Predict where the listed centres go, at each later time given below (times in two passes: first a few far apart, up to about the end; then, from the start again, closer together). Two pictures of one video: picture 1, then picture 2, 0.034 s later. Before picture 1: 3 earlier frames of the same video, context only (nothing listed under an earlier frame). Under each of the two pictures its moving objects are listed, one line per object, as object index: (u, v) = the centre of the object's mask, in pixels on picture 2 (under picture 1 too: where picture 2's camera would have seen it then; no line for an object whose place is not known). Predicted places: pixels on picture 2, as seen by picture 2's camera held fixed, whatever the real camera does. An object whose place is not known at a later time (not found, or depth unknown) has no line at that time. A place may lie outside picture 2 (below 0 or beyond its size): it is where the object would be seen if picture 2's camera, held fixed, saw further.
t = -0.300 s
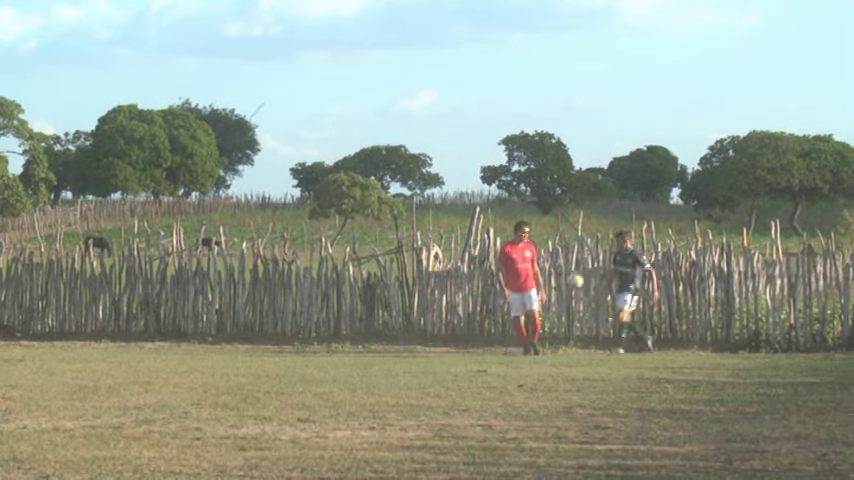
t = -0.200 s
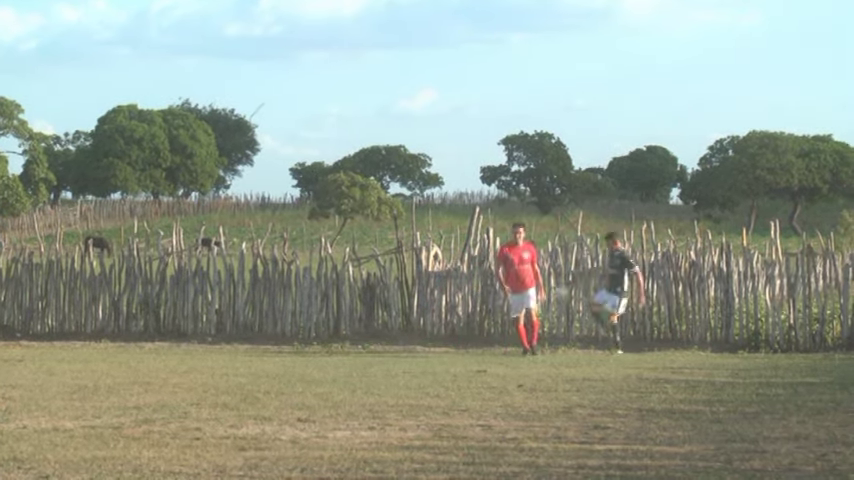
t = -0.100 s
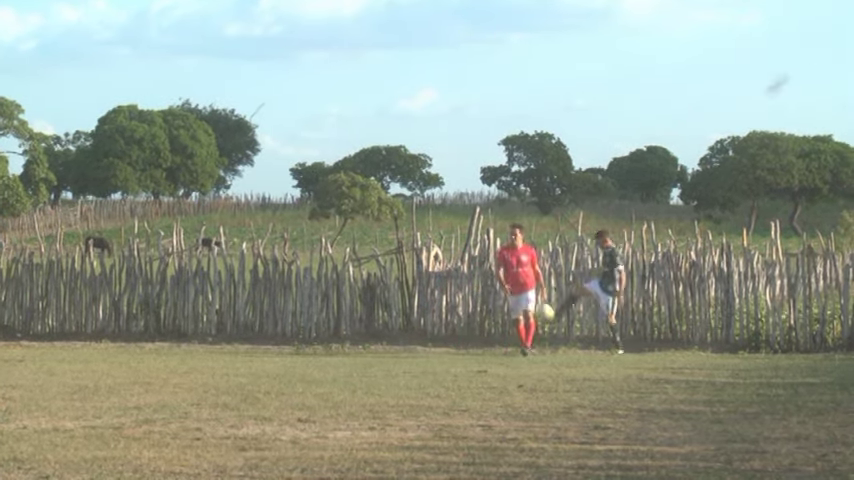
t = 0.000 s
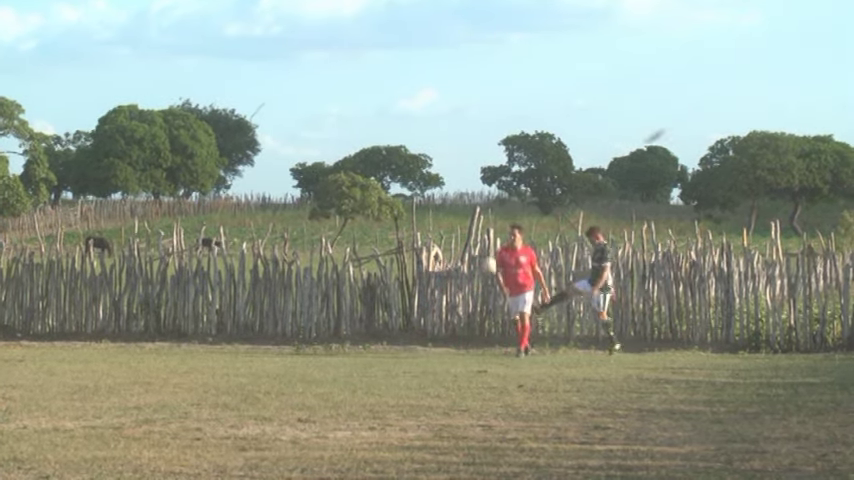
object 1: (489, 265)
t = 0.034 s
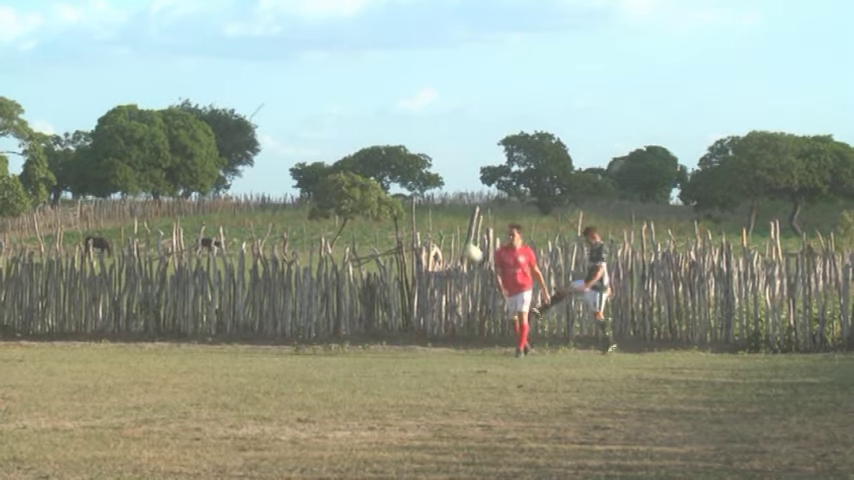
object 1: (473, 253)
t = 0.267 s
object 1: (343, 178)
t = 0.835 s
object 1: (20, 156)
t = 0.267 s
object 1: (343, 178)
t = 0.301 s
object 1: (324, 170)
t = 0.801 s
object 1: (40, 150)
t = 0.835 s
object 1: (20, 156)
